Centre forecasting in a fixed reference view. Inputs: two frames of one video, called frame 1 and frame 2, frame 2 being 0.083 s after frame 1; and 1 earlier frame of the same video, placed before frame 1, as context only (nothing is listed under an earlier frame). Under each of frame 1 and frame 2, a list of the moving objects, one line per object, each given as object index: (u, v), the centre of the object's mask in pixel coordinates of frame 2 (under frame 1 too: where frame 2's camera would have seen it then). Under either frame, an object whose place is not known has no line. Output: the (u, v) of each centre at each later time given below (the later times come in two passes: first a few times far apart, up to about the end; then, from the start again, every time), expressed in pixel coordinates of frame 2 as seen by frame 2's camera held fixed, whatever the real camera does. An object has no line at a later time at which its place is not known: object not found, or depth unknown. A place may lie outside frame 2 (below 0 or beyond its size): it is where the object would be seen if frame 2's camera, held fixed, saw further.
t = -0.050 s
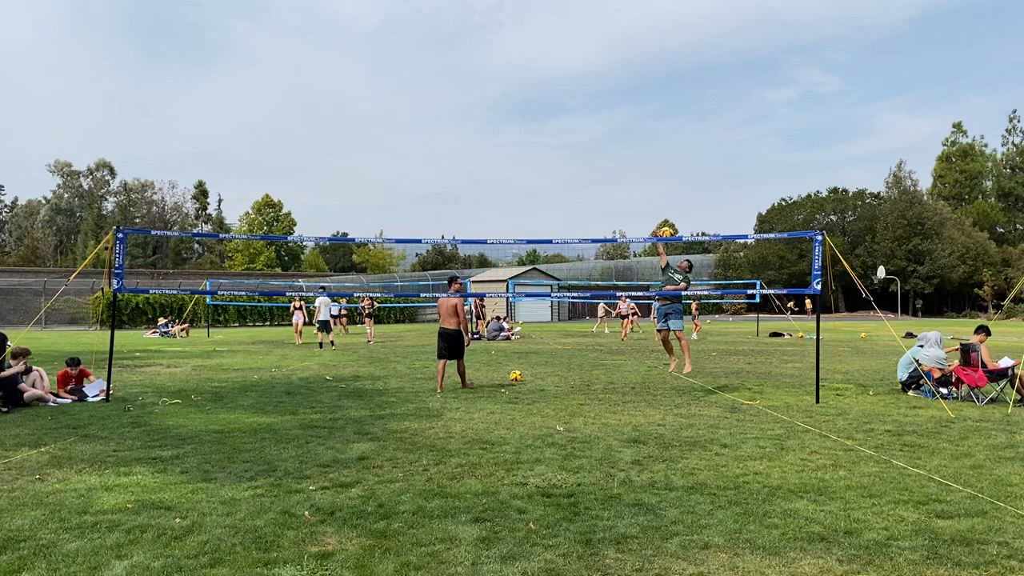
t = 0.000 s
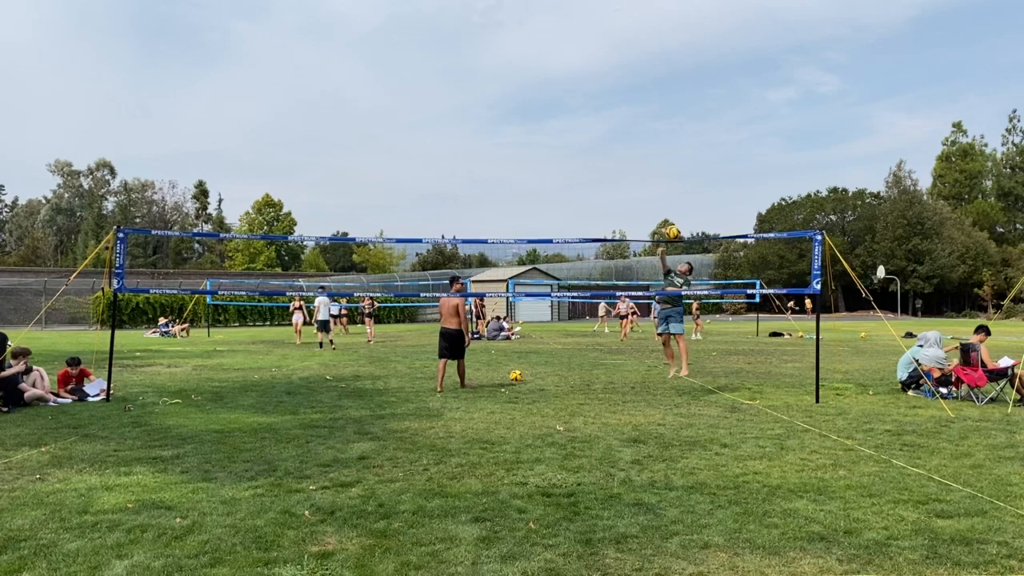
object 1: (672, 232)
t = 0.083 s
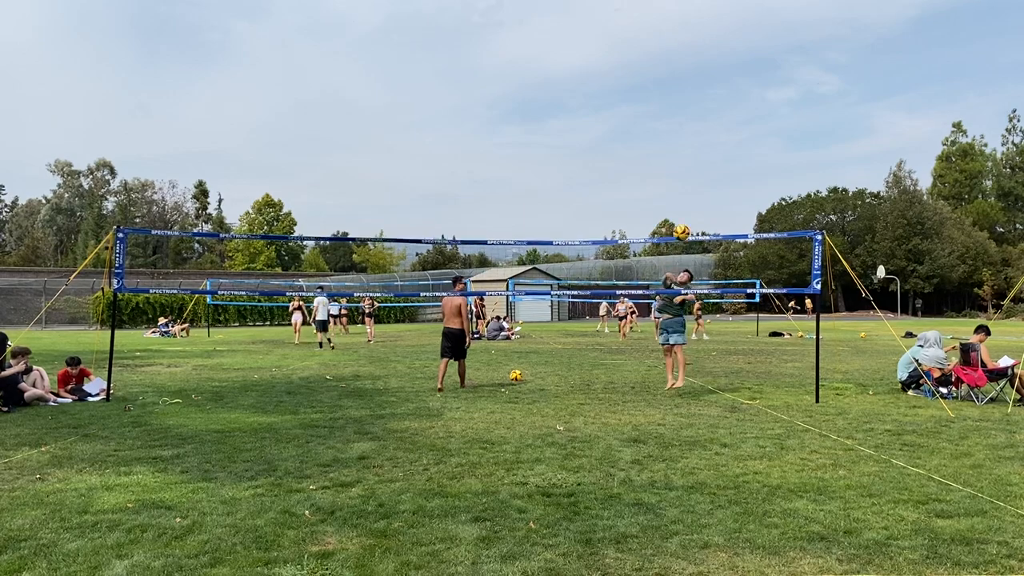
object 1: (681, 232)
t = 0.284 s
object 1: (709, 263)
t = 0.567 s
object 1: (781, 442)
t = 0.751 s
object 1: (842, 433)
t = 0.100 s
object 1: (683, 234)
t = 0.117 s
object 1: (685, 234)
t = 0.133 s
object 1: (687, 235)
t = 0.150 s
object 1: (689, 236)
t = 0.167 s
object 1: (692, 239)
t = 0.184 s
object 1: (694, 241)
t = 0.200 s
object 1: (696, 244)
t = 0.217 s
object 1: (699, 247)
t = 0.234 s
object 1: (701, 250)
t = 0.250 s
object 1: (704, 254)
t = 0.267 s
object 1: (707, 259)
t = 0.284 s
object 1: (709, 263)
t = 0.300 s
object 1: (712, 268)
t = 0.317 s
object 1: (715, 274)
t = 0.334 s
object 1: (719, 279)
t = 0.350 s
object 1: (722, 287)
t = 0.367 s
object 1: (725, 295)
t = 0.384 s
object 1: (729, 302)
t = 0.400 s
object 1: (733, 311)
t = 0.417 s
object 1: (737, 320)
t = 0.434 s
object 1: (741, 331)
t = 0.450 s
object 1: (745, 341)
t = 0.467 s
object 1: (750, 352)
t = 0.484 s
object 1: (755, 365)
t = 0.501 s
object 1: (759, 379)
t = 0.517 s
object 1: (765, 393)
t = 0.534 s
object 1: (770, 408)
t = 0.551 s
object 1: (775, 424)
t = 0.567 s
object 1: (781, 442)
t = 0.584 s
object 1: (787, 460)
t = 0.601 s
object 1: (794, 482)
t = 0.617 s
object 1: (799, 489)
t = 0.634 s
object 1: (804, 483)
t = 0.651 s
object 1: (809, 476)
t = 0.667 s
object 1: (814, 468)
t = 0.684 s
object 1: (819, 461)
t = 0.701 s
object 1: (824, 454)
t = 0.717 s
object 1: (831, 447)
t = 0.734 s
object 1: (836, 440)
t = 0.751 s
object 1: (842, 433)
